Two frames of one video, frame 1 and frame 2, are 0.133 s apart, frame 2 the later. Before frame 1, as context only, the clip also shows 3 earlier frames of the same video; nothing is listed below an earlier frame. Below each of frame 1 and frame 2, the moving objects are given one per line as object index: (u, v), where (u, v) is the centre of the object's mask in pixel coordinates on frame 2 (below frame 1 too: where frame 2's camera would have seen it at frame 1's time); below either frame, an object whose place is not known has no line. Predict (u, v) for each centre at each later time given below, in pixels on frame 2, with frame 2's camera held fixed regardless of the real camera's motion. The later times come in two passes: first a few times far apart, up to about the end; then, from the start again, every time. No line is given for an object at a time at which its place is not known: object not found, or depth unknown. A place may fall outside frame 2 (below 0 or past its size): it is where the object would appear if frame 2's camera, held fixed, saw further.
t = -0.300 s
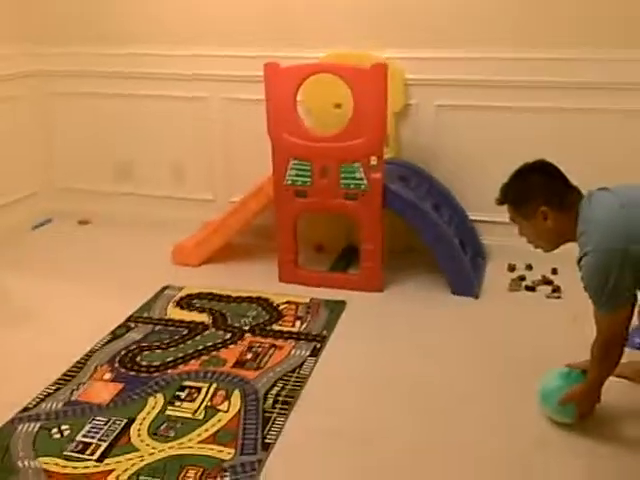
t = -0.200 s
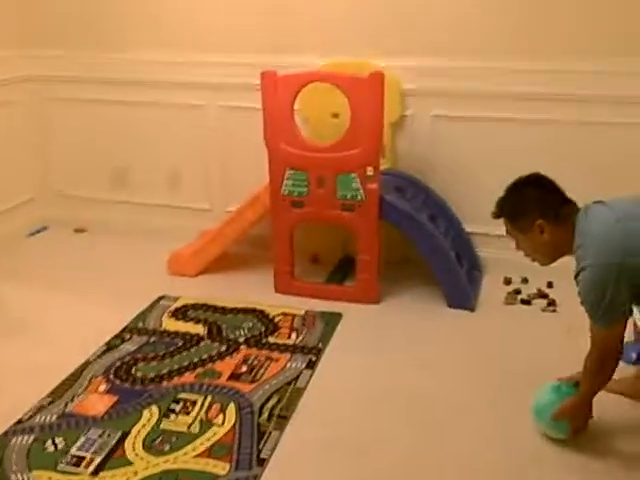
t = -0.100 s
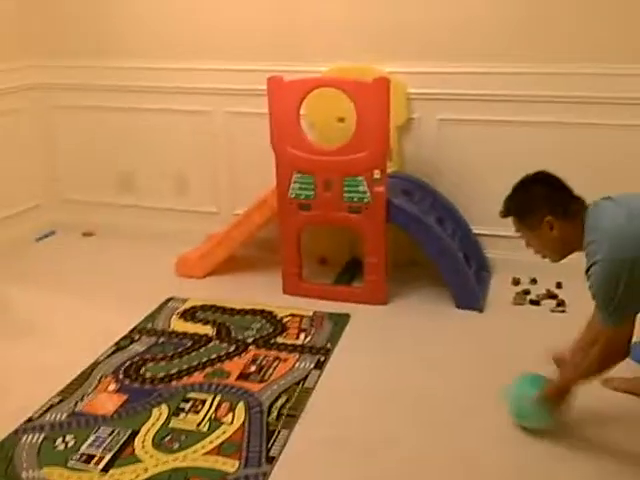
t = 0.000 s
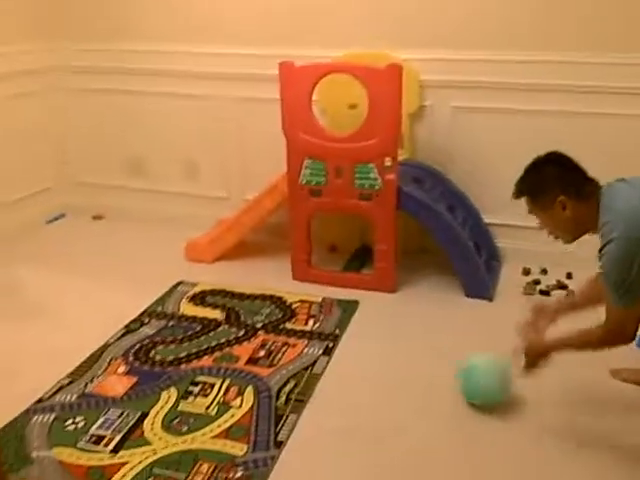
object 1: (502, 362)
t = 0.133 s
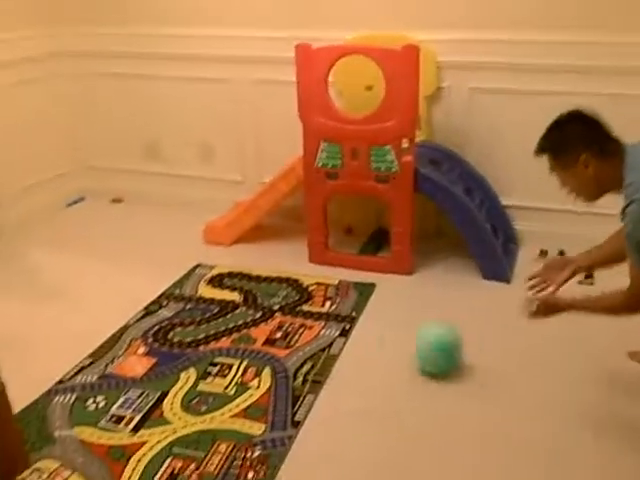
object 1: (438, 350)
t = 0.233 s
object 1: (393, 340)
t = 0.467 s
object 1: (303, 318)
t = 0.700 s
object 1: (229, 301)
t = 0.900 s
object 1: (177, 287)
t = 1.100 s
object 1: (132, 275)
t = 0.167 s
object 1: (423, 348)
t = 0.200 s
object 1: (408, 344)
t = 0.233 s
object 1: (393, 340)
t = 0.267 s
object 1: (378, 338)
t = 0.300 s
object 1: (366, 337)
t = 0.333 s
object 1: (353, 332)
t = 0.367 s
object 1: (339, 327)
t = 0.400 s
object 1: (327, 323)
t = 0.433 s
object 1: (315, 323)
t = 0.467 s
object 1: (303, 318)
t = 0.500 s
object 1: (291, 314)
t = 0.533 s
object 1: (281, 314)
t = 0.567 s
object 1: (271, 311)
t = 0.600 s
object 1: (261, 308)
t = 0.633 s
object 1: (250, 306)
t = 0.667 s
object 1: (239, 303)
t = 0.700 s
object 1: (229, 301)
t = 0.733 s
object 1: (219, 299)
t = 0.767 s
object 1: (208, 295)
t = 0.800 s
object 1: (200, 293)
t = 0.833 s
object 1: (192, 291)
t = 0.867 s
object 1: (184, 290)
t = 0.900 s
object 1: (177, 287)
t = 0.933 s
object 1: (167, 285)
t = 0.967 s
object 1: (161, 282)
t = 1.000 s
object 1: (153, 280)
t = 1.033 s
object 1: (146, 278)
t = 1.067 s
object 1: (139, 277)
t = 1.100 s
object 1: (132, 275)
